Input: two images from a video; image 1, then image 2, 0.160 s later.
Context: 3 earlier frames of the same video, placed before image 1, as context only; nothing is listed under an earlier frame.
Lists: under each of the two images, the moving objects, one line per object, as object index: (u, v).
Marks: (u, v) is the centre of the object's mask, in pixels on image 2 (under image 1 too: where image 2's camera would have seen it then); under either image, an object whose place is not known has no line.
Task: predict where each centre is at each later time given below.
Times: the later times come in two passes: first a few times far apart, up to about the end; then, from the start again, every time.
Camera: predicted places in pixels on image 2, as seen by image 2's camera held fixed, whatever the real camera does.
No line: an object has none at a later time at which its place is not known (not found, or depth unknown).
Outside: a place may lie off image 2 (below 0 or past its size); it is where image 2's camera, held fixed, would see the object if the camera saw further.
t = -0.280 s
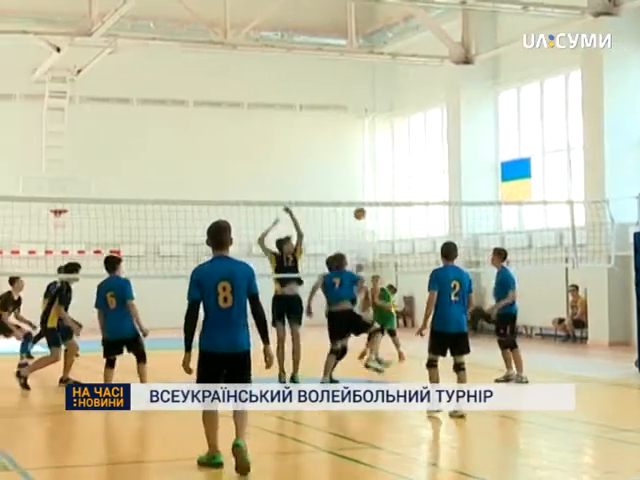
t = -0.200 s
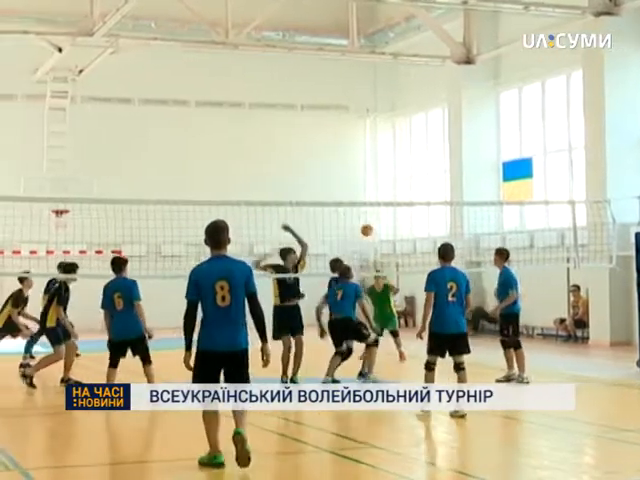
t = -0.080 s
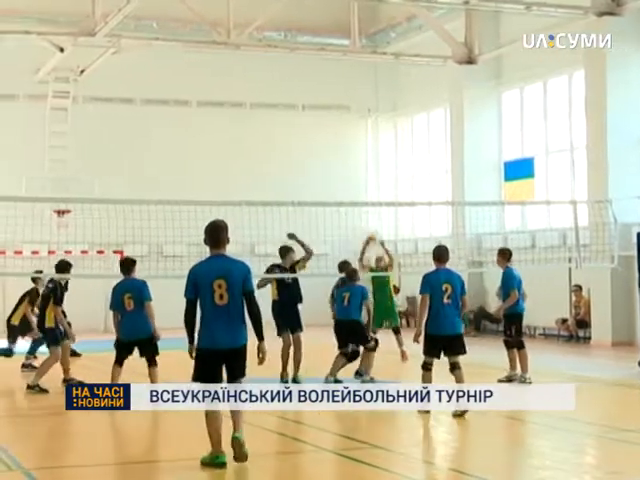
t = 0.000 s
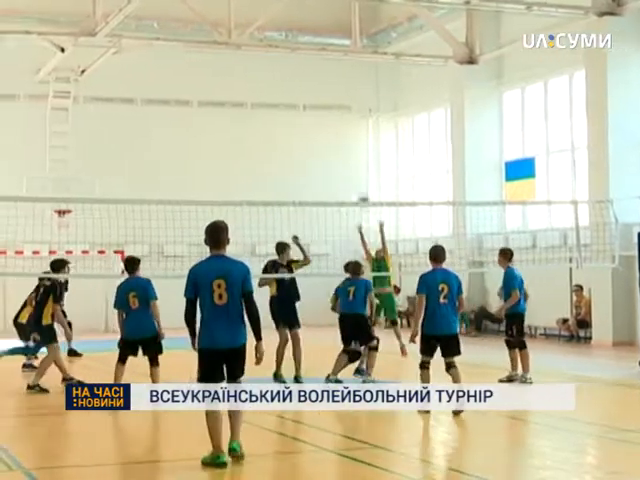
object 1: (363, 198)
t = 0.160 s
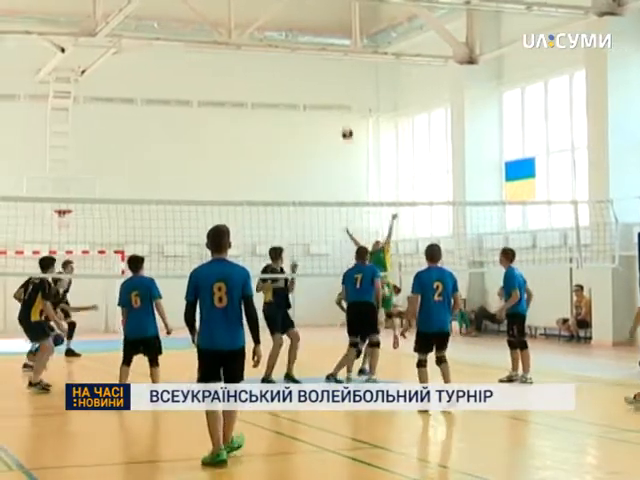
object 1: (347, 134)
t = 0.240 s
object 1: (338, 106)
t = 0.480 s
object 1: (311, 47)
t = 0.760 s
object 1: (277, 24)
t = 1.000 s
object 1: (249, 46)
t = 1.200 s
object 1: (225, 97)
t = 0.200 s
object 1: (342, 120)
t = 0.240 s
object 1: (338, 106)
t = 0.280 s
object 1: (334, 94)
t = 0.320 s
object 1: (329, 84)
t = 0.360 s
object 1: (325, 73)
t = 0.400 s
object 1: (320, 63)
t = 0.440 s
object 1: (315, 55)
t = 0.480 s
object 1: (311, 47)
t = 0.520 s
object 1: (306, 40)
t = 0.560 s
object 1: (301, 35)
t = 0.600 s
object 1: (296, 31)
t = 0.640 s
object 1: (292, 28)
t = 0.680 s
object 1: (287, 26)
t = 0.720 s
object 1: (282, 24)
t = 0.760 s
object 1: (277, 24)
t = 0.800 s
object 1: (273, 25)
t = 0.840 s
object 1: (268, 27)
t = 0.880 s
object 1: (264, 30)
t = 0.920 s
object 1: (259, 34)
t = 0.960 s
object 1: (254, 40)
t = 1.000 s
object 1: (249, 46)
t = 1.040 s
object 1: (244, 54)
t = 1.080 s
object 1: (239, 62)
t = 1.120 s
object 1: (235, 73)
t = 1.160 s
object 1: (230, 84)
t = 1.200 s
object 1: (225, 97)
